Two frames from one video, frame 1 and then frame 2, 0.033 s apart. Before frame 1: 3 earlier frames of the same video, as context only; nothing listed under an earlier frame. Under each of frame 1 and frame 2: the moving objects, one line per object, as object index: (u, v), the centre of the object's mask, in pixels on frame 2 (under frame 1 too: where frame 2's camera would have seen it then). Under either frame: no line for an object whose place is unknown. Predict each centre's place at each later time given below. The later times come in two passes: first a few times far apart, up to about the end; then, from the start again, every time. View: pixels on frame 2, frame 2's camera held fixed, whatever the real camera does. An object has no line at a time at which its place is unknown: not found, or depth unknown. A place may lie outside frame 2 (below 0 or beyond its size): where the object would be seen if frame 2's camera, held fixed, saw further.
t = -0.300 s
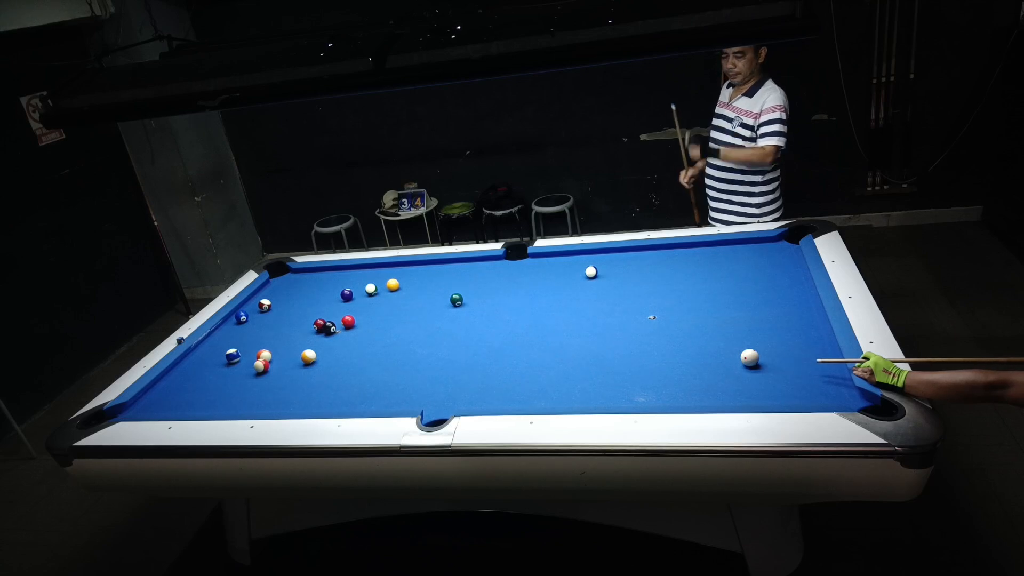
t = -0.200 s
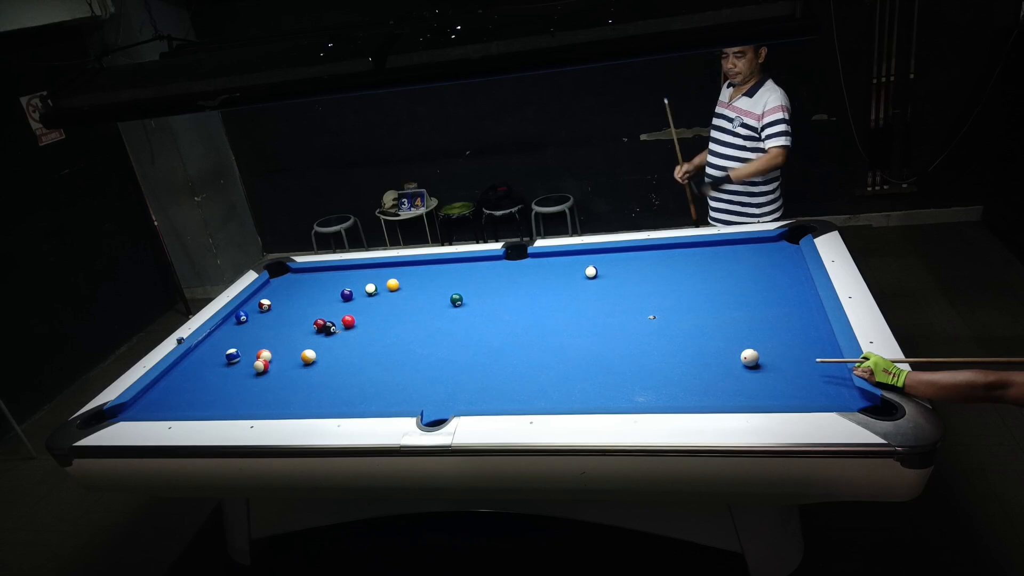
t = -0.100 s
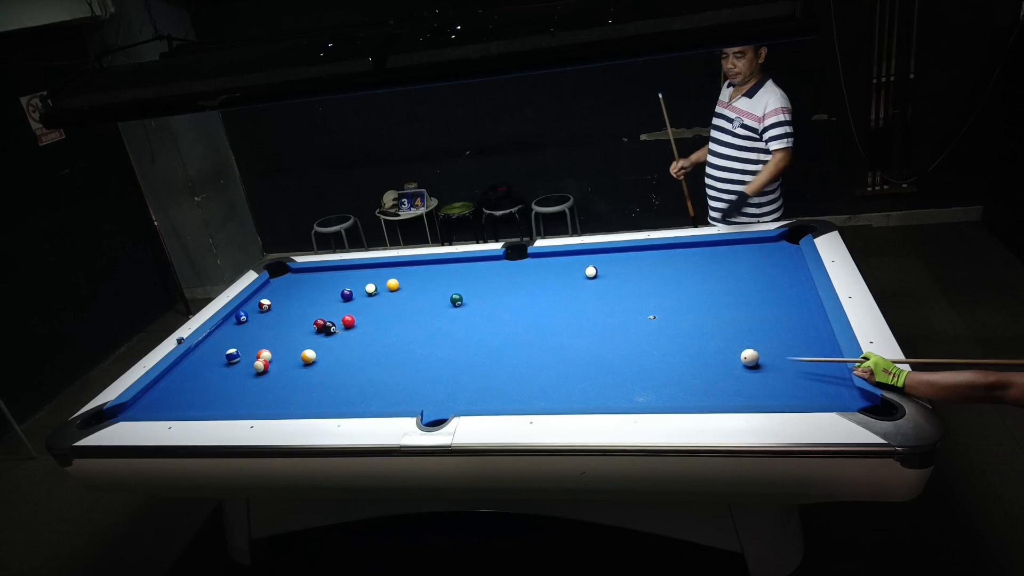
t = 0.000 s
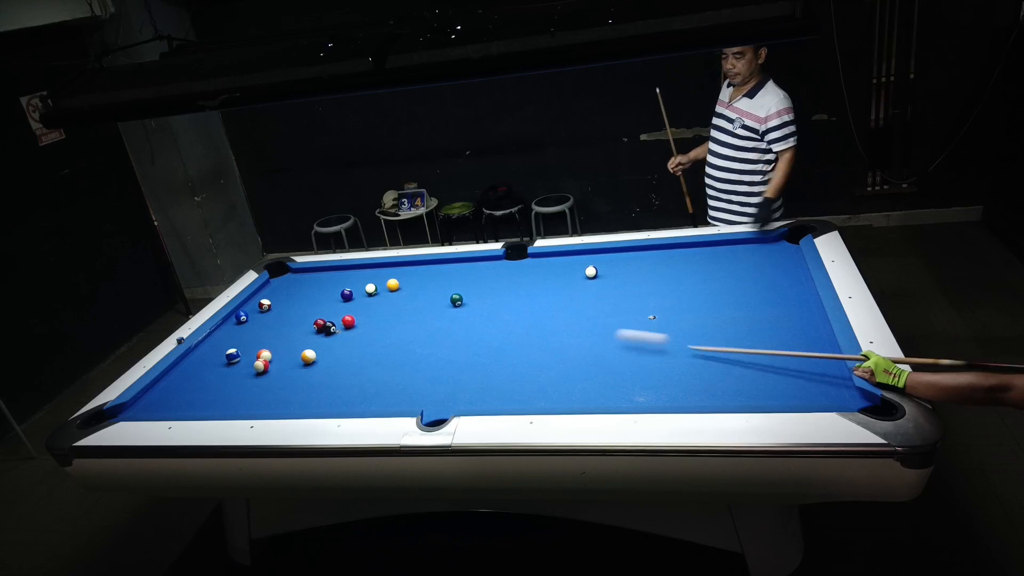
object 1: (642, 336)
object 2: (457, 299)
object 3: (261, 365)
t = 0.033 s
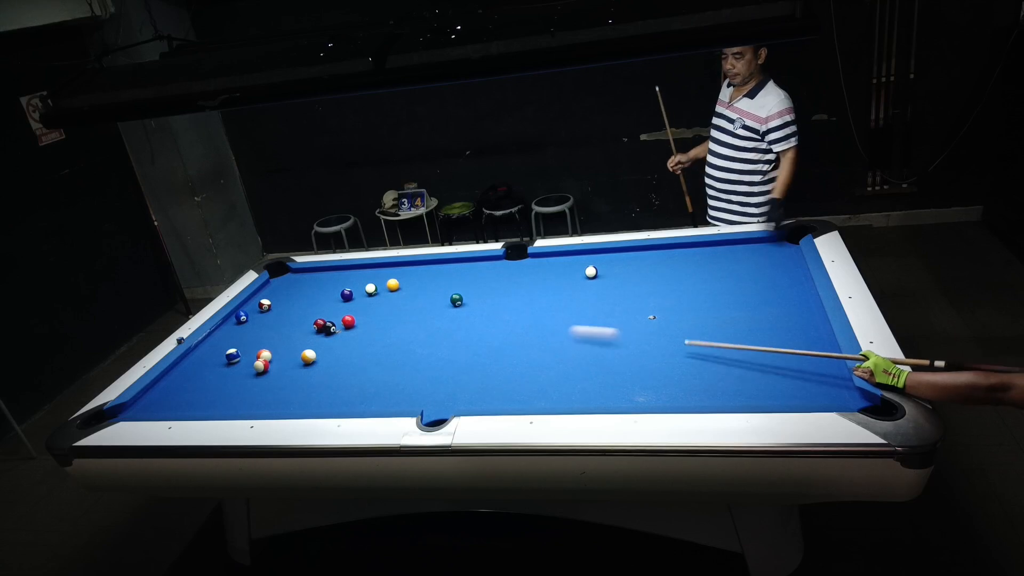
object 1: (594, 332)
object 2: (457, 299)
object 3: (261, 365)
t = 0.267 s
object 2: (457, 299)
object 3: (261, 365)
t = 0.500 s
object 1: (212, 340)
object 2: (457, 299)
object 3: (261, 365)
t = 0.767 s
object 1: (189, 373)
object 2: (457, 299)
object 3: (261, 366)
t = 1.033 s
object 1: (180, 403)
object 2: (457, 300)
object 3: (261, 365)
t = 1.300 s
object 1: (217, 390)
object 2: (457, 299)
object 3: (261, 365)
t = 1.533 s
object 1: (255, 373)
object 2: (457, 299)
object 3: (264, 363)
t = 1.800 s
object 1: (280, 368)
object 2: (457, 299)
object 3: (280, 355)
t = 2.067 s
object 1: (302, 364)
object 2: (457, 299)
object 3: (294, 351)
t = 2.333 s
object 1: (316, 364)
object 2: (457, 299)
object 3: (305, 346)
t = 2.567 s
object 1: (328, 363)
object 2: (457, 299)
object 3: (314, 341)
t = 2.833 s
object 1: (340, 363)
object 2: (457, 299)
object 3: (324, 337)
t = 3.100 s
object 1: (350, 363)
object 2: (457, 299)
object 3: (332, 336)
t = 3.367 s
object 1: (359, 362)
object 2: (457, 299)
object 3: (336, 334)
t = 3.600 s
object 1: (366, 362)
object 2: (457, 299)
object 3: (341, 333)
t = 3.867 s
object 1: (372, 361)
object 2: (450, 299)
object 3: (343, 332)
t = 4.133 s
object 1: (376, 361)
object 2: (438, 298)
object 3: (345, 331)
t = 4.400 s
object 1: (379, 360)
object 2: (427, 298)
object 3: (345, 331)
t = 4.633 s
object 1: (379, 360)
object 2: (419, 297)
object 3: (345, 331)
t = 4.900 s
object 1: (379, 360)
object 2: (410, 296)
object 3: (345, 331)
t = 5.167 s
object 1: (379, 360)
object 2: (403, 296)
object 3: (345, 331)
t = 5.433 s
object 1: (379, 360)
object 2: (397, 296)
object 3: (345, 331)
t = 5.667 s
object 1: (379, 360)
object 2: (392, 296)
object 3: (345, 331)
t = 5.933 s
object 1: (379, 360)
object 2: (388, 295)
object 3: (345, 331)
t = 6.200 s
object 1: (379, 360)
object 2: (385, 294)
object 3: (345, 331)
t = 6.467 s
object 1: (379, 360)
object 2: (383, 294)
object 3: (345, 331)
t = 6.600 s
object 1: (379, 360)
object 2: (382, 294)
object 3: (345, 331)
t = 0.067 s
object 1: (550, 326)
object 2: (457, 299)
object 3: (261, 365)
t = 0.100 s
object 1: (510, 320)
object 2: (457, 299)
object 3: (261, 365)
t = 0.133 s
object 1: (473, 316)
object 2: (457, 300)
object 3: (261, 365)
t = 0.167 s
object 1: (437, 311)
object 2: (457, 299)
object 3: (261, 365)
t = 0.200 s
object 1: (404, 307)
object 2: (457, 299)
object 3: (261, 365)
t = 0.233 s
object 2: (457, 299)
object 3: (261, 365)
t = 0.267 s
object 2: (457, 299)
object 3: (261, 365)
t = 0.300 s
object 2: (457, 299)
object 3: (261, 366)
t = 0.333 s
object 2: (457, 299)
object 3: (261, 365)
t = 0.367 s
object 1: (262, 315)
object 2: (457, 299)
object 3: (261, 365)
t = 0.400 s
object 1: (244, 320)
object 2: (457, 299)
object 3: (261, 365)
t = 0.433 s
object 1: (234, 327)
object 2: (457, 299)
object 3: (261, 365)
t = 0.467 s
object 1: (223, 334)
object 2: (457, 299)
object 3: (261, 365)
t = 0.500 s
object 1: (212, 340)
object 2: (457, 299)
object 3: (261, 365)
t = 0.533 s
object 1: (200, 346)
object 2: (457, 299)
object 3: (261, 365)
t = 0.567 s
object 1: (194, 351)
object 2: (457, 299)
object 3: (261, 365)
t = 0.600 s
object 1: (194, 355)
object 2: (457, 299)
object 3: (261, 365)
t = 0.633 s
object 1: (193, 359)
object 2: (457, 299)
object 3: (261, 365)
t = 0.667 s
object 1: (193, 362)
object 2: (457, 299)
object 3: (261, 365)
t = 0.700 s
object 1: (191, 366)
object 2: (457, 299)
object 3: (261, 365)
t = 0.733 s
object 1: (191, 369)
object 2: (457, 299)
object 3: (261, 365)
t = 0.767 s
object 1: (189, 373)
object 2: (457, 299)
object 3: (261, 366)
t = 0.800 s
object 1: (188, 377)
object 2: (457, 299)
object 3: (261, 365)
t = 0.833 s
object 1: (187, 380)
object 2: (457, 299)
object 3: (261, 365)
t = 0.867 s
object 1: (186, 384)
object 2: (457, 299)
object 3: (261, 365)
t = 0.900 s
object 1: (185, 387)
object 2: (457, 299)
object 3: (261, 365)
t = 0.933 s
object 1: (183, 392)
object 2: (457, 299)
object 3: (261, 365)
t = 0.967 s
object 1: (182, 395)
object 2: (457, 299)
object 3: (261, 365)
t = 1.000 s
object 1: (181, 399)
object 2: (457, 299)
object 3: (261, 365)
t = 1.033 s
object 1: (180, 403)
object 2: (457, 300)
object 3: (261, 365)
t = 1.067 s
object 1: (178, 406)
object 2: (456, 300)
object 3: (261, 365)
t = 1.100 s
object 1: (180, 408)
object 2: (457, 300)
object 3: (261, 365)
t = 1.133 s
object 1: (186, 405)
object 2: (457, 299)
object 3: (261, 365)
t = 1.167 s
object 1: (193, 403)
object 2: (457, 299)
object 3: (261, 365)
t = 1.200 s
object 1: (199, 399)
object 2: (457, 299)
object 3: (261, 365)
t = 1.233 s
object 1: (205, 397)
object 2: (457, 299)
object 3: (261, 365)
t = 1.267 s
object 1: (211, 394)
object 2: (457, 299)
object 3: (261, 365)
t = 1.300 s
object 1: (217, 390)
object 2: (457, 299)
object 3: (261, 365)
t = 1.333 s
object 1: (224, 387)
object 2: (457, 299)
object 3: (261, 365)
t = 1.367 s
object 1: (229, 384)
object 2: (457, 299)
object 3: (261, 365)
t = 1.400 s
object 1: (235, 382)
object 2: (457, 299)
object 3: (261, 365)
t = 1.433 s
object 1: (241, 379)
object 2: (457, 299)
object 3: (261, 365)
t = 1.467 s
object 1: (246, 376)
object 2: (457, 299)
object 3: (261, 365)
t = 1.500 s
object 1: (252, 373)
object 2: (457, 299)
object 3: (262, 365)
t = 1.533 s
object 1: (255, 373)
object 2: (457, 299)
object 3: (264, 363)
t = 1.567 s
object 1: (258, 372)
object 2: (457, 299)
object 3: (266, 362)
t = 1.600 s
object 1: (261, 372)
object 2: (457, 299)
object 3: (268, 360)
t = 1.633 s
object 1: (265, 371)
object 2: (457, 299)
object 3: (271, 359)
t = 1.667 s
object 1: (268, 370)
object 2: (457, 299)
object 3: (273, 358)
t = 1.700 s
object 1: (271, 370)
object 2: (457, 299)
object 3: (274, 358)
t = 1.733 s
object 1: (274, 369)
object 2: (457, 299)
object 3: (277, 357)
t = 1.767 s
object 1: (277, 368)
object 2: (457, 299)
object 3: (278, 356)
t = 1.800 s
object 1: (280, 368)
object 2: (457, 299)
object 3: (280, 355)
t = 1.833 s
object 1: (283, 367)
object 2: (457, 299)
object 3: (282, 355)
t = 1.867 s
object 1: (286, 366)
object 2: (457, 299)
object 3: (283, 354)
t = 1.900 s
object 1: (289, 365)
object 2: (457, 299)
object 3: (285, 353)
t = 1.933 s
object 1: (292, 365)
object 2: (457, 299)
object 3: (287, 353)
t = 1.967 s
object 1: (295, 364)
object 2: (457, 299)
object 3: (289, 352)
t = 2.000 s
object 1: (298, 364)
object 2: (457, 299)
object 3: (290, 352)
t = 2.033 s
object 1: (300, 364)
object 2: (457, 299)
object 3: (292, 352)
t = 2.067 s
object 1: (302, 364)
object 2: (457, 299)
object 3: (294, 351)
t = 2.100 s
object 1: (304, 363)
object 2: (457, 299)
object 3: (296, 350)
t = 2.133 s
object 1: (306, 363)
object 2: (457, 299)
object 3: (297, 350)
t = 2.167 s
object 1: (307, 364)
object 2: (457, 299)
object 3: (299, 350)
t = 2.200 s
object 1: (309, 364)
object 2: (457, 299)
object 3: (300, 349)
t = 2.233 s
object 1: (311, 363)
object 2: (457, 299)
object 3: (301, 348)
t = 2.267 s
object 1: (313, 364)
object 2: (457, 299)
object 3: (302, 347)
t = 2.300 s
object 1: (315, 364)
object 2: (457, 299)
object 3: (303, 347)
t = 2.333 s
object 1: (316, 364)
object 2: (457, 299)
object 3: (305, 346)
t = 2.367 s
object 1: (318, 364)
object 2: (457, 299)
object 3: (306, 346)
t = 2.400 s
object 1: (320, 363)
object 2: (457, 299)
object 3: (307, 345)
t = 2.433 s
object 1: (321, 363)
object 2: (457, 299)
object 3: (308, 344)
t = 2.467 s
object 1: (323, 364)
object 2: (457, 299)
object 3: (310, 343)
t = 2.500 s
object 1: (324, 364)
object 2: (457, 299)
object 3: (311, 343)
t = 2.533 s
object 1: (326, 364)
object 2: (457, 299)
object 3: (312, 342)
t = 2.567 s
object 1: (328, 363)
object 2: (457, 299)
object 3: (314, 341)
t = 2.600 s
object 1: (329, 363)
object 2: (457, 299)
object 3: (315, 340)
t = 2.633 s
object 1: (331, 363)
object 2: (457, 299)
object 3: (317, 339)
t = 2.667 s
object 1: (333, 363)
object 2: (457, 299)
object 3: (318, 339)
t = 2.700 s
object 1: (334, 363)
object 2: (457, 299)
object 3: (319, 338)
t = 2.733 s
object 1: (336, 363)
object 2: (457, 299)
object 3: (321, 338)
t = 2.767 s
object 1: (337, 363)
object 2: (457, 299)
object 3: (322, 338)
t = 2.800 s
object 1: (338, 363)
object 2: (457, 299)
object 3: (323, 337)
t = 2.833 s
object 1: (340, 363)
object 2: (457, 299)
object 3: (324, 337)
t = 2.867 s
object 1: (341, 363)
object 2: (457, 299)
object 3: (325, 337)
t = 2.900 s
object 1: (343, 363)
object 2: (457, 299)
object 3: (327, 337)
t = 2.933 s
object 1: (344, 363)
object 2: (457, 299)
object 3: (328, 337)
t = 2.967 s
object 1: (346, 363)
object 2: (457, 299)
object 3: (328, 336)
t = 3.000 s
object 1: (347, 363)
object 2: (457, 299)
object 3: (329, 336)
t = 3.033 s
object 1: (348, 363)
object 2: (457, 299)
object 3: (330, 336)
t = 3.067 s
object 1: (349, 363)
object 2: (457, 299)
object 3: (331, 336)
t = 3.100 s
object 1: (350, 363)
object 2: (457, 299)
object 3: (332, 336)
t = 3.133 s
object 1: (352, 363)
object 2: (457, 299)
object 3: (332, 336)
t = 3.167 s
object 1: (353, 363)
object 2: (457, 299)
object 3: (333, 336)
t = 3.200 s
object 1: (354, 362)
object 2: (457, 299)
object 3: (334, 335)
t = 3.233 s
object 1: (355, 362)
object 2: (457, 299)
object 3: (334, 335)
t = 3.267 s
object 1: (356, 363)
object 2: (457, 299)
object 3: (335, 335)
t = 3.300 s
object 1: (357, 363)
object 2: (457, 299)
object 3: (335, 335)
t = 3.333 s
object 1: (358, 362)
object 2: (457, 299)
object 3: (336, 335)
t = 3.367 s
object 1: (359, 362)
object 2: (457, 299)
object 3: (336, 334)
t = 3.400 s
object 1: (360, 362)
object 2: (457, 299)
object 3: (337, 334)
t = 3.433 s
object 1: (361, 362)
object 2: (457, 299)
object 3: (338, 333)
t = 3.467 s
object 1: (362, 362)
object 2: (457, 299)
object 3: (339, 333)
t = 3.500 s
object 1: (363, 362)
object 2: (457, 299)
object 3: (339, 333)
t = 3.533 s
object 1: (364, 362)
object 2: (457, 299)
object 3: (340, 333)
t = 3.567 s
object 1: (365, 362)
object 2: (457, 299)
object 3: (340, 333)
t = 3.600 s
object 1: (366, 362)
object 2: (457, 299)
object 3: (341, 333)
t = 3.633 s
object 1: (367, 361)
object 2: (457, 299)
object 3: (341, 333)
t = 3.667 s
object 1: (368, 361)
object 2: (456, 300)
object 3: (342, 333)
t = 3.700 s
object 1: (368, 361)
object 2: (456, 299)
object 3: (342, 332)
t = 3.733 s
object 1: (369, 361)
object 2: (456, 300)
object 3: (342, 332)
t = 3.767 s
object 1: (370, 361)
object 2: (455, 299)
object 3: (343, 332)
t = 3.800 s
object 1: (371, 361)
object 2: (454, 299)
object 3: (343, 332)
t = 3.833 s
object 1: (371, 361)
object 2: (452, 299)
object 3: (343, 332)
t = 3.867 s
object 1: (372, 361)
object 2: (450, 299)
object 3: (343, 332)
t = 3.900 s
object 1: (372, 361)
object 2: (449, 299)
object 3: (344, 332)
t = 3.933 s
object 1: (373, 361)
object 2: (447, 298)
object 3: (344, 332)
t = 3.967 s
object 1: (373, 361)
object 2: (445, 299)
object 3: (344, 331)
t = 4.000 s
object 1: (374, 361)
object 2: (444, 298)
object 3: (344, 331)
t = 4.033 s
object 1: (375, 361)
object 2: (442, 298)
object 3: (345, 331)
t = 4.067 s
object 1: (375, 361)
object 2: (441, 298)
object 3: (345, 331)
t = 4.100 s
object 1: (376, 361)
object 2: (439, 298)
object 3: (345, 331)
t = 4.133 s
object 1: (376, 361)
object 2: (438, 298)
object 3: (345, 331)
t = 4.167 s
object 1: (376, 361)
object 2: (437, 298)
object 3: (345, 331)
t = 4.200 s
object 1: (377, 361)
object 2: (435, 298)
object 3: (345, 331)
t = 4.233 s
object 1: (377, 361)
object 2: (434, 298)
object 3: (345, 331)
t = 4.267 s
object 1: (378, 360)
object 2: (432, 298)
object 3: (345, 331)
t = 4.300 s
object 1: (378, 360)
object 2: (431, 298)
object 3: (345, 331)
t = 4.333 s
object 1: (378, 360)
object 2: (430, 297)
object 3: (345, 331)
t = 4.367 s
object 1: (378, 360)
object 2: (429, 297)
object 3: (345, 331)
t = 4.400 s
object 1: (379, 360)
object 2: (427, 298)
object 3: (345, 331)
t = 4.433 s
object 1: (379, 360)
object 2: (426, 297)
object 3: (345, 331)
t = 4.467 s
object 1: (379, 360)
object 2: (425, 297)
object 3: (345, 331)
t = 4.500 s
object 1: (379, 360)
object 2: (423, 298)
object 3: (345, 331)
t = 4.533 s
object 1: (379, 360)
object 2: (422, 297)
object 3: (345, 331)
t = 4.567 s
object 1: (379, 360)
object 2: (421, 297)
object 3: (345, 331)
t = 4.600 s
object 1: (379, 360)
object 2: (420, 297)
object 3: (345, 331)
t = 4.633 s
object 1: (379, 360)
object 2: (419, 297)
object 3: (345, 331)
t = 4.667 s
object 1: (379, 360)
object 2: (418, 296)
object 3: (345, 331)
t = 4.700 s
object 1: (379, 360)
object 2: (417, 296)
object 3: (345, 331)
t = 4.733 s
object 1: (379, 360)
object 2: (415, 296)
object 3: (345, 331)
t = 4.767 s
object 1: (379, 360)
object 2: (414, 296)
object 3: (345, 331)
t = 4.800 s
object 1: (379, 360)
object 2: (413, 296)
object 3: (345, 331)
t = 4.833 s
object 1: (379, 360)
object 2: (412, 296)
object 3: (345, 331)
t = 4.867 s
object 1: (379, 360)
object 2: (411, 296)
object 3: (345, 331)
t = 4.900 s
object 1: (379, 360)
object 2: (410, 296)
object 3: (345, 331)
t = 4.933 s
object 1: (379, 360)
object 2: (409, 296)
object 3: (345, 331)
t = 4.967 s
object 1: (379, 360)
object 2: (408, 296)
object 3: (345, 331)
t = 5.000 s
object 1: (379, 360)
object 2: (407, 296)
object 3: (345, 331)
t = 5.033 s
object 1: (379, 360)
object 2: (406, 296)
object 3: (345, 331)
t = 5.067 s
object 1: (379, 360)
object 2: (405, 296)
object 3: (345, 331)
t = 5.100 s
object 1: (379, 360)
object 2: (405, 296)
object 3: (345, 331)
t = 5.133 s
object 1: (379, 360)
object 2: (404, 296)
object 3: (345, 331)
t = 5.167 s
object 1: (379, 360)
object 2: (403, 296)
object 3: (345, 331)
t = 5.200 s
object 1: (379, 360)
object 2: (402, 296)
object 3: (345, 331)
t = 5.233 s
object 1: (379, 360)
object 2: (401, 296)
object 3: (345, 331)
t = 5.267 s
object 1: (379, 360)
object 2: (401, 296)
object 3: (345, 331)
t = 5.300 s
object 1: (379, 360)
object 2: (400, 296)
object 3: (345, 331)
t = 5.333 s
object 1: (379, 360)
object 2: (399, 296)
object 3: (345, 331)
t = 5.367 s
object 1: (379, 360)
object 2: (398, 296)
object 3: (345, 331)
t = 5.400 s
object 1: (379, 360)
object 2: (398, 296)
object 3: (345, 331)
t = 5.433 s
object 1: (379, 360)
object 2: (397, 296)
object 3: (345, 331)
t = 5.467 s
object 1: (379, 360)
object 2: (396, 296)
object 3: (345, 331)
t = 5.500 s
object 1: (379, 360)
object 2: (395, 296)
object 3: (345, 331)
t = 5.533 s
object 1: (379, 360)
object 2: (395, 296)
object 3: (345, 331)
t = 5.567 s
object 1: (379, 360)
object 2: (394, 296)
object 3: (345, 331)
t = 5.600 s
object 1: (379, 360)
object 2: (393, 296)
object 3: (345, 331)
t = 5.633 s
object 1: (379, 360)
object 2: (393, 296)
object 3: (345, 331)
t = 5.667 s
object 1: (379, 360)
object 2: (392, 296)
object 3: (345, 331)
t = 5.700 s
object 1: (379, 360)
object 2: (391, 296)
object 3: (345, 331)
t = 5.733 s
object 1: (379, 360)
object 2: (391, 296)
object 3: (345, 331)
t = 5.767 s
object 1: (379, 360)
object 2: (390, 295)
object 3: (345, 331)
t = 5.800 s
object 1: (379, 360)
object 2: (390, 295)
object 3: (345, 331)
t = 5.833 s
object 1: (379, 360)
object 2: (389, 295)
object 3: (345, 331)
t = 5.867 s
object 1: (379, 360)
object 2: (389, 295)
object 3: (345, 331)
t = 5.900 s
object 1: (379, 360)
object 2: (388, 295)
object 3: (345, 331)
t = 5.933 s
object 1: (379, 360)
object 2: (388, 295)
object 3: (345, 331)
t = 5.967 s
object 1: (379, 360)
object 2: (387, 295)
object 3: (345, 331)
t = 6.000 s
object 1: (379, 360)
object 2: (387, 295)
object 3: (345, 331)
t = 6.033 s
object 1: (379, 360)
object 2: (387, 295)
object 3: (345, 331)
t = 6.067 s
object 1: (379, 360)
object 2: (386, 295)
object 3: (345, 331)
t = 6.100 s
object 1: (379, 360)
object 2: (386, 295)
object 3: (345, 331)
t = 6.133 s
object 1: (379, 360)
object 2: (386, 295)
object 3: (345, 331)
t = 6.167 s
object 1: (379, 360)
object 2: (385, 294)
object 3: (345, 331)
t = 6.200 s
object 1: (379, 360)
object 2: (385, 294)
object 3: (345, 331)
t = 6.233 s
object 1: (379, 360)
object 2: (385, 294)
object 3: (345, 331)
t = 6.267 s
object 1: (379, 360)
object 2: (384, 294)
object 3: (345, 331)
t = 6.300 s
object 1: (379, 360)
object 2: (384, 294)
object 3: (345, 331)
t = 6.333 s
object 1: (379, 360)
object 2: (384, 294)
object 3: (345, 331)
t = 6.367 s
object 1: (379, 360)
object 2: (384, 294)
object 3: (345, 331)
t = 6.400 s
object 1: (379, 360)
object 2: (383, 294)
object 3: (345, 331)
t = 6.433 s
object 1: (379, 360)
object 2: (383, 294)
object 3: (345, 331)
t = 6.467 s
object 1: (379, 360)
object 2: (383, 294)
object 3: (345, 331)
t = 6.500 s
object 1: (379, 360)
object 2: (383, 294)
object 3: (345, 331)
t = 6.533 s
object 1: (379, 360)
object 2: (383, 294)
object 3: (345, 331)
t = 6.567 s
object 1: (379, 360)
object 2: (383, 294)
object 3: (345, 331)
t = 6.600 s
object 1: (379, 360)
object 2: (382, 294)
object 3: (345, 331)
